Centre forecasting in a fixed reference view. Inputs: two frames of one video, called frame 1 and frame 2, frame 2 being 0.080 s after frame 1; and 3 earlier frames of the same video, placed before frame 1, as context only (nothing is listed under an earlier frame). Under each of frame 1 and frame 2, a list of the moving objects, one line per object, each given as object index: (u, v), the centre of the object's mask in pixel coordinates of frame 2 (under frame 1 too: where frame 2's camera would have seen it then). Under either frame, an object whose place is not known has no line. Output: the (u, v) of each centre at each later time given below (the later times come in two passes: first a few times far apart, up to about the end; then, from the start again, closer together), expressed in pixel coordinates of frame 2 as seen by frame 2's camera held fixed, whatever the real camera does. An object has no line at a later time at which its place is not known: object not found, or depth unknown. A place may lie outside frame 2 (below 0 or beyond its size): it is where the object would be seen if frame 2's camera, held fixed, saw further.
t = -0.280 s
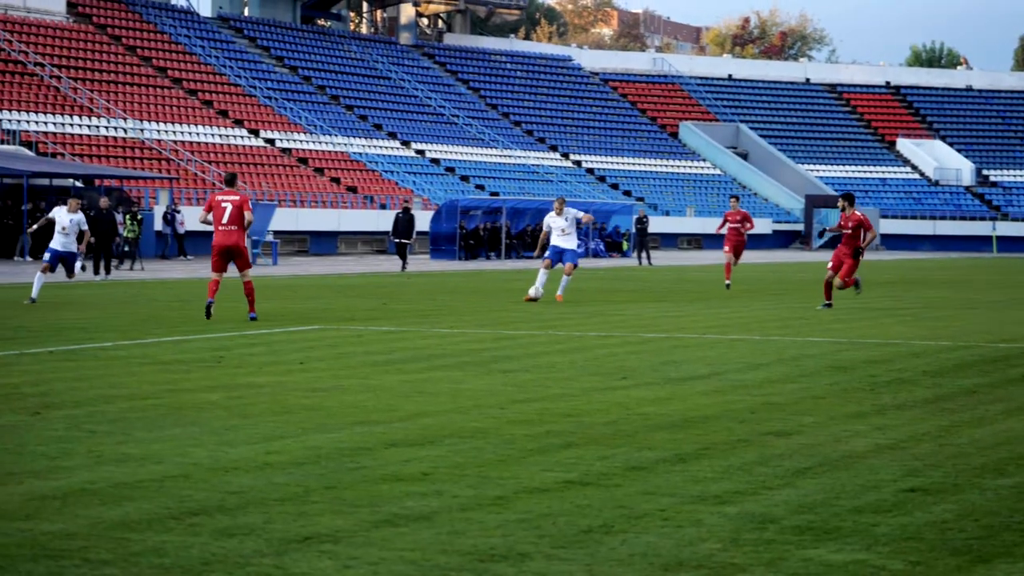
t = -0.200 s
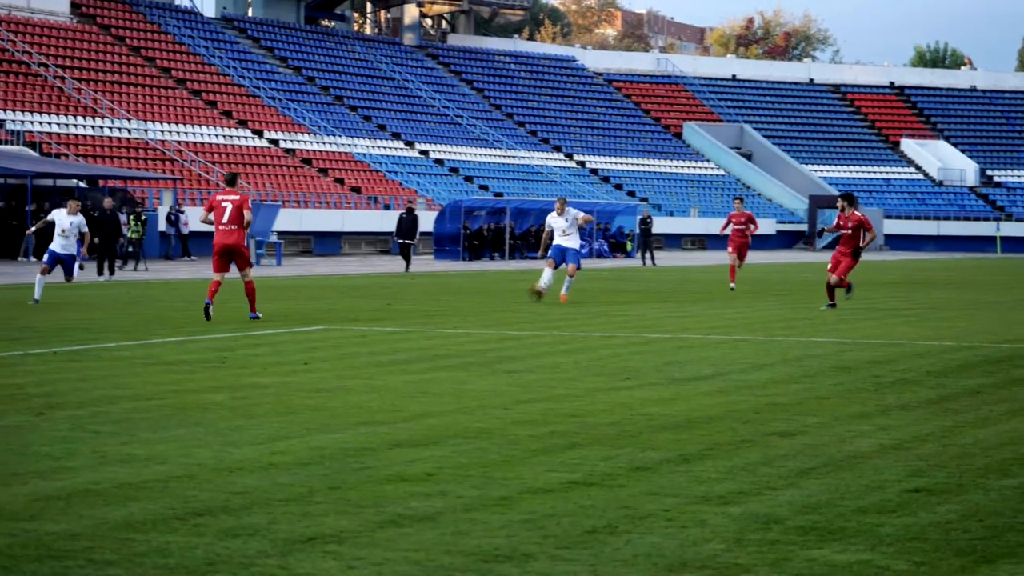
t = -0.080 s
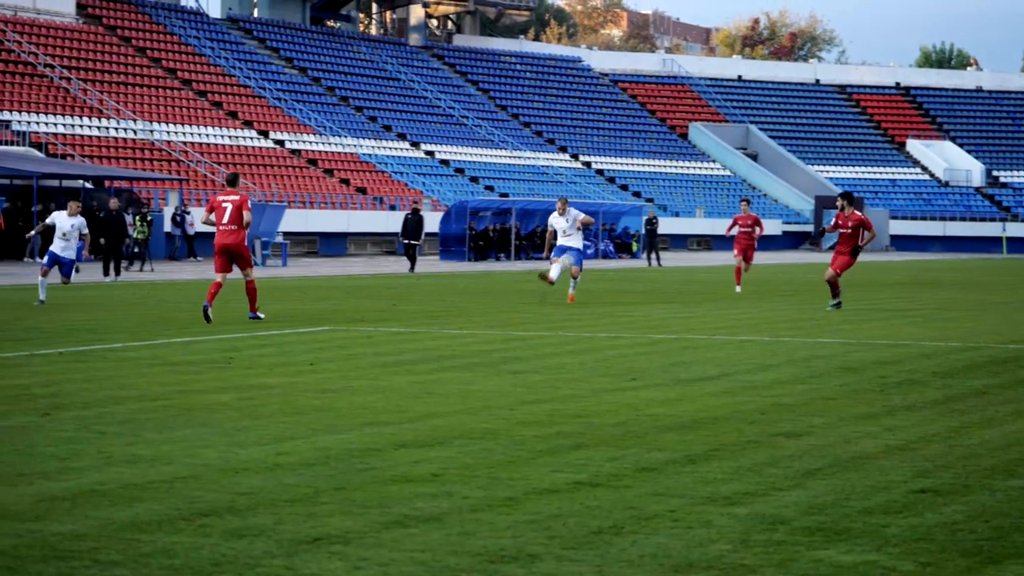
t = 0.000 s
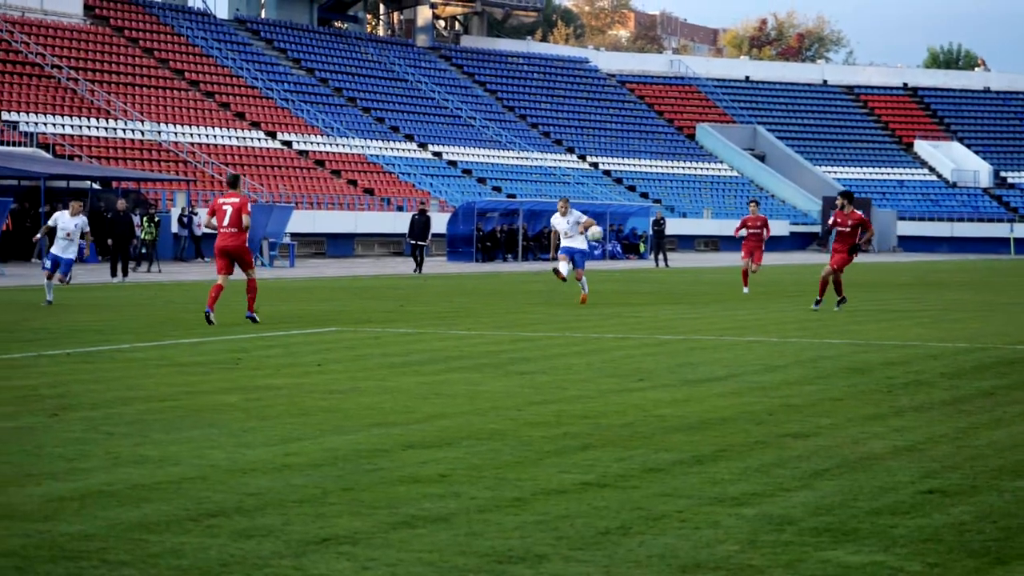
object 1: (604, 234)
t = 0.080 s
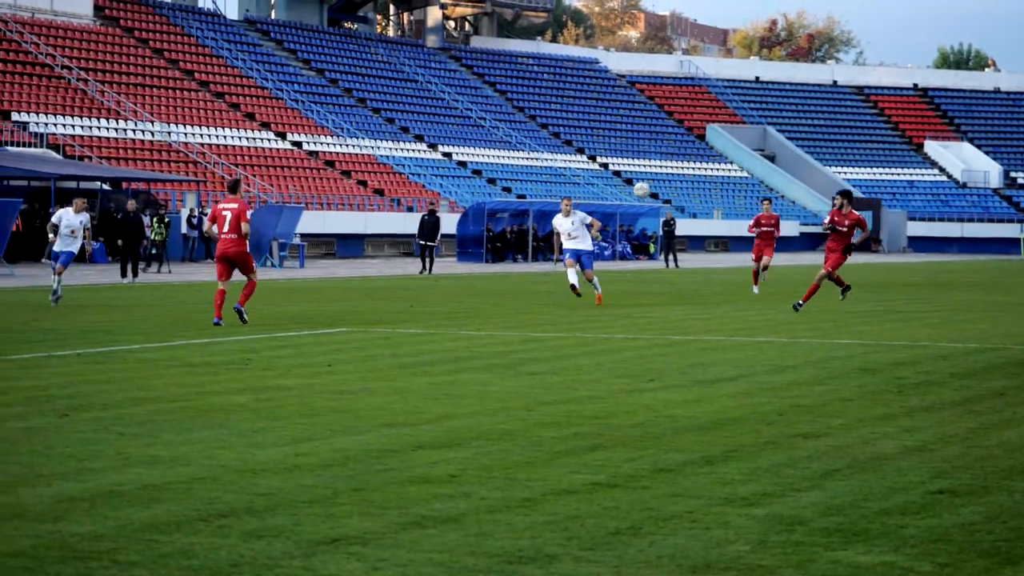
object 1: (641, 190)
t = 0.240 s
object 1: (731, 105)
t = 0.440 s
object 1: (882, 7)
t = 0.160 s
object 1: (684, 146)
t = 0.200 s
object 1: (706, 125)
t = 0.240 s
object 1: (731, 105)
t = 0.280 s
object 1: (758, 85)
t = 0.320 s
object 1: (787, 64)
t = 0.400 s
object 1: (848, 26)
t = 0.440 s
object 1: (882, 7)
